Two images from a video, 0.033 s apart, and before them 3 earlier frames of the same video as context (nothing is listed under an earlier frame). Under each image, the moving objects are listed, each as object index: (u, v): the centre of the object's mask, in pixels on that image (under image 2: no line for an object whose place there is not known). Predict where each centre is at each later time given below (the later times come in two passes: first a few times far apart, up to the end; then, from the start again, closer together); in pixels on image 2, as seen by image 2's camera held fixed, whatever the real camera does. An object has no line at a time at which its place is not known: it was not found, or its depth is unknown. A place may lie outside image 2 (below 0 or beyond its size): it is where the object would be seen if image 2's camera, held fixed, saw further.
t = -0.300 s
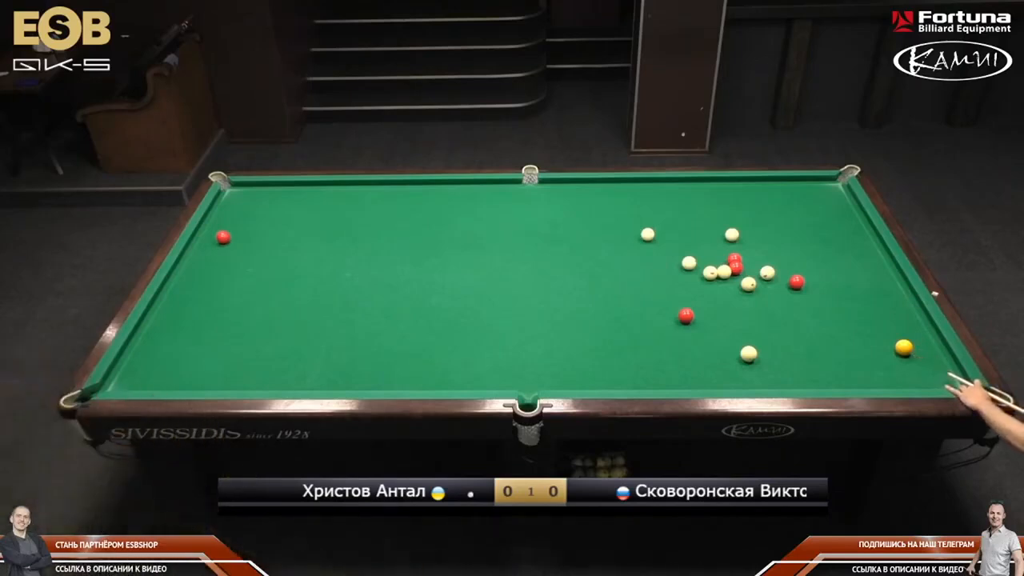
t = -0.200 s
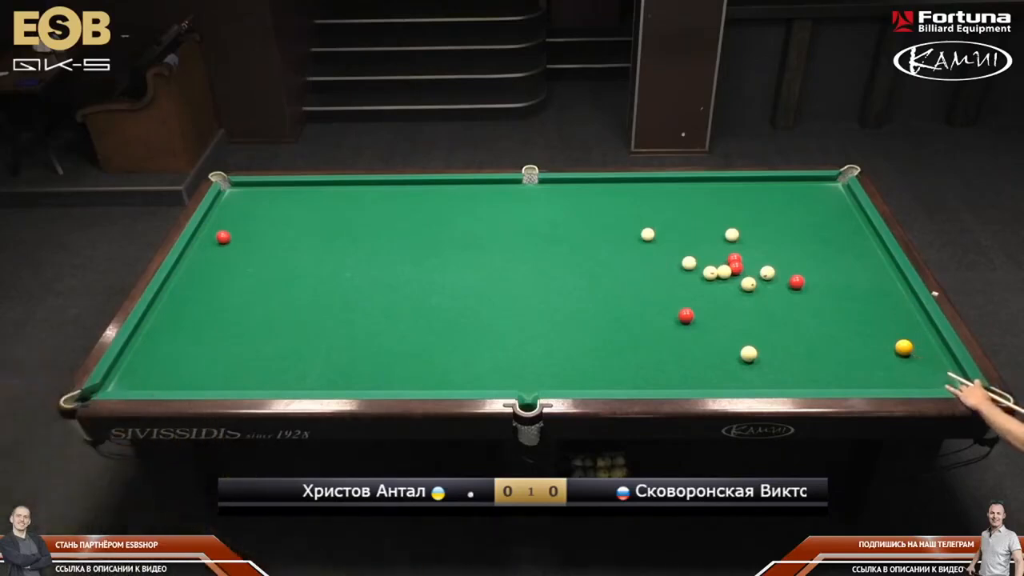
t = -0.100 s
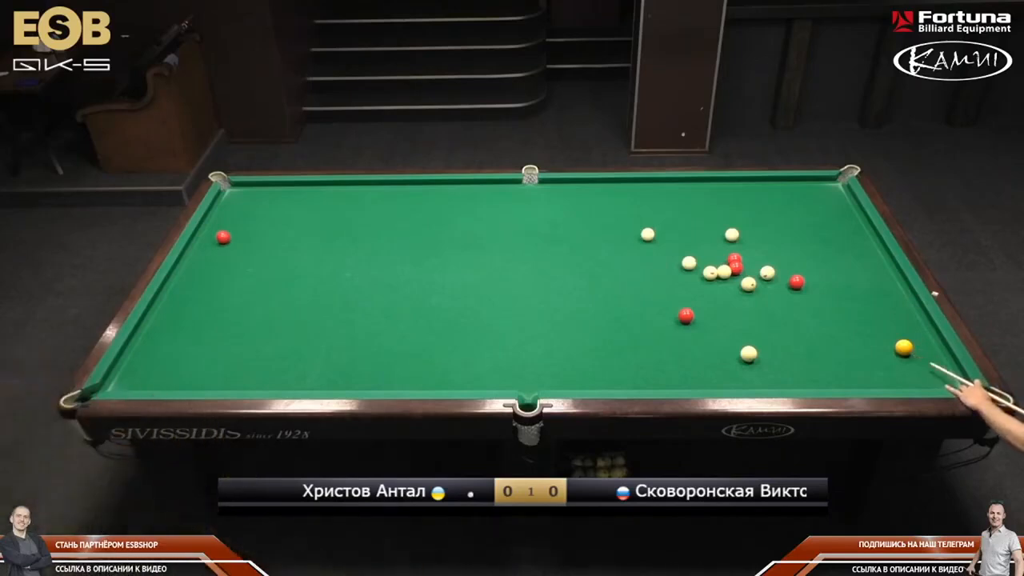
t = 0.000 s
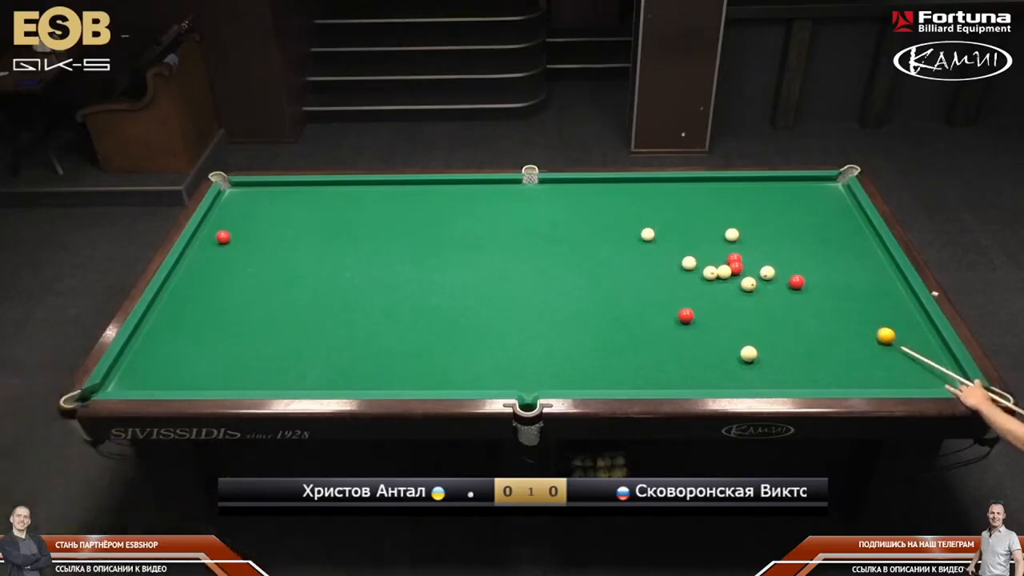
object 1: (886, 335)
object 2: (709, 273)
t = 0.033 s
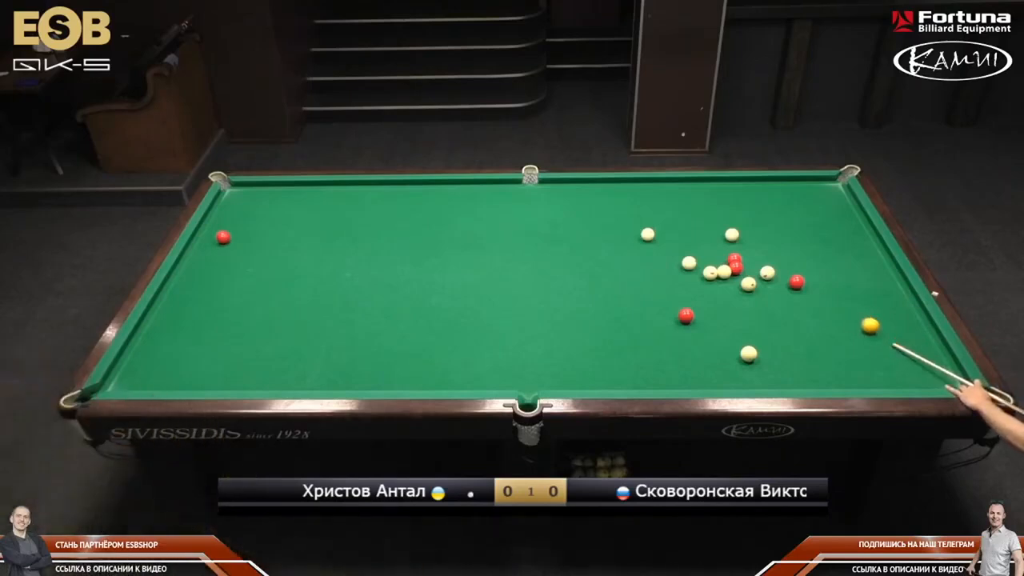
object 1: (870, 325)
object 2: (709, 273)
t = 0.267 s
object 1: (811, 285)
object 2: (709, 273)
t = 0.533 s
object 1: (817, 269)
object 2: (693, 275)
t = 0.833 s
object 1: (821, 253)
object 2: (667, 279)
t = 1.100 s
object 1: (825, 241)
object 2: (645, 281)
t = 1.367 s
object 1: (829, 230)
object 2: (625, 284)
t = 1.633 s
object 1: (832, 218)
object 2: (604, 287)
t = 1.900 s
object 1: (835, 209)
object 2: (585, 290)
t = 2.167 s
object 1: (838, 200)
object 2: (568, 292)
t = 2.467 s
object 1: (840, 191)
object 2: (549, 294)
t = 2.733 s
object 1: (842, 183)
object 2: (532, 297)
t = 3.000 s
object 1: (837, 179)
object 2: (518, 299)
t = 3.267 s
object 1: (836, 182)
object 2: (505, 301)
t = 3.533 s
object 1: (835, 184)
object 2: (493, 302)
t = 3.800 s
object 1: (835, 186)
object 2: (482, 304)
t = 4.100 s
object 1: (834, 188)
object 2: (472, 305)
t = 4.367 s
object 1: (834, 189)
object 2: (464, 306)
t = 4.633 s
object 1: (834, 190)
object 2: (456, 307)
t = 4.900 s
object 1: (834, 190)
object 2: (450, 307)
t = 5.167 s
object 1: (834, 190)
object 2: (446, 307)
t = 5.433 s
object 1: (834, 190)
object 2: (442, 308)
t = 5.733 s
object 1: (834, 190)
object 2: (440, 308)
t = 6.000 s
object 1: (834, 190)
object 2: (440, 308)
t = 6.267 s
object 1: (834, 190)
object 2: (441, 308)
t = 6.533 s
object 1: (834, 190)
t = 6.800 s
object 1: (834, 190)
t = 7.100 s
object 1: (834, 190)
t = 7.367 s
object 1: (834, 190)
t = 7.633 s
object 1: (834, 190)
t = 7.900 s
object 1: (833, 190)
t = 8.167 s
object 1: (834, 190)
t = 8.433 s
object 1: (834, 190)
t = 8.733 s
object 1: (834, 190)
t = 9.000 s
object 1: (834, 190)
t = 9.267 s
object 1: (834, 190)
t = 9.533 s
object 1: (834, 190)
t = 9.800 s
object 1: (834, 190)
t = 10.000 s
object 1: (834, 190)
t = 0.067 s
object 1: (863, 321)
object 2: (710, 273)
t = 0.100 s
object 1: (849, 312)
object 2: (709, 273)
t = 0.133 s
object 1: (836, 303)
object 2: (710, 273)
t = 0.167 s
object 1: (830, 299)
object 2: (709, 273)
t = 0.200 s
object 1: (819, 292)
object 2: (709, 273)
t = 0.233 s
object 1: (811, 286)
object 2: (709, 273)
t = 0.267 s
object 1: (811, 285)
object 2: (709, 273)
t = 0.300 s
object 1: (812, 283)
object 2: (710, 273)
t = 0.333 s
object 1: (813, 280)
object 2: (709, 273)
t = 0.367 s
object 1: (813, 279)
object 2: (709, 273)
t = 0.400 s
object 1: (814, 277)
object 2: (707, 273)
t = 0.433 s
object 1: (815, 275)
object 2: (703, 274)
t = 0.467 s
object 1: (815, 273)
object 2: (700, 274)
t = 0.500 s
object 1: (816, 271)
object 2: (697, 275)
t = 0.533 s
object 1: (817, 269)
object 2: (693, 275)
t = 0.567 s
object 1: (817, 268)
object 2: (692, 276)
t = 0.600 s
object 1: (818, 266)
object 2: (688, 276)
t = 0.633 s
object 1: (818, 263)
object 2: (684, 276)
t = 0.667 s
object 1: (819, 262)
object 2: (682, 277)
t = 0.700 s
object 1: (819, 260)
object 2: (679, 277)
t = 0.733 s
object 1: (820, 258)
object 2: (676, 277)
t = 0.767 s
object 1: (820, 257)
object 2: (674, 278)
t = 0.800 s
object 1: (821, 255)
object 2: (670, 278)
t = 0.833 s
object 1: (821, 253)
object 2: (667, 279)
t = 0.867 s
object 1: (822, 252)
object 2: (665, 279)
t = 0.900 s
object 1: (822, 250)
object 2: (662, 279)
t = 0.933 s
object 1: (823, 248)
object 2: (659, 280)
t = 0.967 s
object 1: (823, 247)
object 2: (657, 280)
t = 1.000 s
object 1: (824, 246)
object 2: (654, 280)
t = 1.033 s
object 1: (824, 244)
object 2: (650, 281)
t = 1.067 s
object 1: (825, 243)
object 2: (649, 281)
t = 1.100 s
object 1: (825, 241)
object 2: (645, 281)
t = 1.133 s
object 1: (826, 239)
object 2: (642, 282)
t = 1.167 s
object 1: (826, 238)
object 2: (641, 282)
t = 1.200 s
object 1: (827, 236)
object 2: (637, 282)
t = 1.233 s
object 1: (827, 235)
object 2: (634, 283)
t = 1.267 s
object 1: (827, 234)
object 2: (632, 283)
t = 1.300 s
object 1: (828, 232)
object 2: (629, 284)
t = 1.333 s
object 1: (828, 230)
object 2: (626, 284)
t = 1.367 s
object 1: (829, 230)
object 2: (625, 284)
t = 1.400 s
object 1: (829, 228)
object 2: (622, 285)
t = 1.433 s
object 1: (830, 226)
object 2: (619, 285)
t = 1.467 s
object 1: (830, 225)
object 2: (617, 285)
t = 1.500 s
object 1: (831, 224)
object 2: (614, 286)
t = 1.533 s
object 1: (831, 222)
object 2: (611, 286)
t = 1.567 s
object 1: (831, 221)
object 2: (610, 286)
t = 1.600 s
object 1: (832, 220)
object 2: (607, 287)
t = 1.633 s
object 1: (832, 218)
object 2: (604, 287)
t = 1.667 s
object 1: (832, 218)
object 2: (602, 287)
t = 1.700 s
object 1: (833, 216)
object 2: (599, 288)
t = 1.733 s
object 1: (833, 215)
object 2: (596, 288)
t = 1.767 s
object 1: (834, 214)
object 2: (595, 288)
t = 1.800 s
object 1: (834, 212)
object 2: (592, 289)
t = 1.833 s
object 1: (834, 211)
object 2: (589, 289)
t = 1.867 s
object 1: (834, 210)
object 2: (588, 289)
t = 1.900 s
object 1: (835, 209)
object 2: (585, 290)
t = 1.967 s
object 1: (836, 207)
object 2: (581, 290)
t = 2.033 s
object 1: (836, 204)
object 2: (575, 291)
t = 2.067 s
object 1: (837, 203)
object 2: (574, 291)
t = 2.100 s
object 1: (837, 202)
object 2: (571, 291)
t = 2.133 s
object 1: (837, 201)
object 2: (569, 292)
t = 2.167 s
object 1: (838, 200)
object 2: (568, 292)
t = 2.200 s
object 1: (838, 199)
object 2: (565, 292)
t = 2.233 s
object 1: (838, 198)
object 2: (562, 292)
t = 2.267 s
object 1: (839, 197)
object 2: (561, 293)
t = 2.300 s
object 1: (839, 196)
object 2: (559, 293)
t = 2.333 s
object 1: (839, 194)
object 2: (556, 293)
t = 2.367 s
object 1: (840, 194)
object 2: (555, 293)
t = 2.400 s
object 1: (840, 193)
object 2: (552, 294)
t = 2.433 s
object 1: (840, 191)
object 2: (550, 294)
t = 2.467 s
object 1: (840, 191)
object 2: (549, 294)
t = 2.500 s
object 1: (841, 190)
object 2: (546, 295)
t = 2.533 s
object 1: (841, 188)
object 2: (544, 295)
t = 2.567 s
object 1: (841, 188)
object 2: (543, 295)
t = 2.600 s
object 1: (842, 187)
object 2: (540, 296)
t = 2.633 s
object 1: (842, 186)
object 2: (538, 296)
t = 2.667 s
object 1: (842, 185)
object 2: (537, 296)
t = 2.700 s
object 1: (842, 184)
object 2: (535, 296)
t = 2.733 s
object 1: (842, 183)
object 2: (532, 297)
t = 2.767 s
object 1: (842, 183)
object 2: (531, 297)
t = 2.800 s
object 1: (841, 182)
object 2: (529, 297)
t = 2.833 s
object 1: (840, 181)
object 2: (527, 298)
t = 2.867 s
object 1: (839, 181)
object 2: (526, 298)
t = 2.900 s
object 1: (839, 180)
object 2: (524, 298)
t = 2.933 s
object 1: (838, 179)
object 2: (521, 298)
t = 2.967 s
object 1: (837, 179)
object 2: (520, 298)
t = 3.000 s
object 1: (837, 179)
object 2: (518, 299)
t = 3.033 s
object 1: (836, 180)
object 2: (516, 299)
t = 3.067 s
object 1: (837, 180)
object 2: (515, 299)
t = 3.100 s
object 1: (837, 180)
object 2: (514, 300)
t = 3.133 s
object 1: (837, 181)
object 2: (511, 300)
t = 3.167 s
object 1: (837, 181)
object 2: (510, 300)
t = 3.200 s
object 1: (836, 181)
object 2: (508, 300)
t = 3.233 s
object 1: (836, 182)
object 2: (506, 300)
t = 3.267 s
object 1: (836, 182)
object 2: (505, 301)
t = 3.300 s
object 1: (836, 182)
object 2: (504, 301)
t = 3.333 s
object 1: (836, 183)
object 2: (502, 301)
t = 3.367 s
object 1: (836, 183)
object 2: (501, 301)
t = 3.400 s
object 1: (836, 183)
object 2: (499, 302)
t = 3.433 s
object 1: (836, 183)
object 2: (497, 302)
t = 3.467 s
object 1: (836, 184)
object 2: (496, 302)
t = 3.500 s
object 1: (836, 184)
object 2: (495, 302)
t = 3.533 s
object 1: (835, 184)
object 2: (493, 302)
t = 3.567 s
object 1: (836, 185)
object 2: (492, 303)
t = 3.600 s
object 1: (835, 185)
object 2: (490, 303)
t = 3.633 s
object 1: (835, 185)
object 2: (488, 303)
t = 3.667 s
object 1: (835, 185)
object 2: (488, 303)
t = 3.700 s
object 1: (835, 186)
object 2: (486, 303)
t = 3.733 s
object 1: (835, 186)
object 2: (485, 304)
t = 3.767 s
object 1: (835, 186)
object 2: (484, 304)
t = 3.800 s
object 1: (835, 186)
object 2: (482, 304)
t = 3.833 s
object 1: (835, 187)
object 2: (481, 304)
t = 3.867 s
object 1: (835, 187)
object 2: (480, 304)
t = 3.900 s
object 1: (835, 187)
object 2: (479, 304)
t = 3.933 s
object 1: (835, 187)
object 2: (477, 304)
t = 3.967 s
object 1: (835, 187)
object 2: (477, 304)
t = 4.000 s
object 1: (835, 188)
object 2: (475, 305)
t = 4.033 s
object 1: (834, 188)
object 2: (473, 305)
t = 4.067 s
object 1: (834, 188)
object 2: (473, 305)
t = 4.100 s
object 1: (834, 188)
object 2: (472, 305)
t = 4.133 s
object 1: (834, 188)
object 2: (470, 305)
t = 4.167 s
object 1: (834, 188)
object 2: (470, 305)
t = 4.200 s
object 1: (834, 189)
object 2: (468, 306)
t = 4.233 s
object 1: (834, 189)
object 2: (467, 306)
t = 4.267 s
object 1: (834, 189)
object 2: (466, 306)
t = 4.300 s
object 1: (834, 189)
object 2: (465, 306)
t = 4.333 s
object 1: (834, 189)
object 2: (464, 306)
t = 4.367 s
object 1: (834, 189)
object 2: (464, 306)
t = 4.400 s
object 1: (834, 189)
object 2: (462, 306)
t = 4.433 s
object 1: (834, 189)
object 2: (461, 306)
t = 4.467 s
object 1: (834, 189)
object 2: (461, 306)
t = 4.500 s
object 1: (834, 189)
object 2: (460, 307)
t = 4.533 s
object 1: (834, 190)
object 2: (459, 306)
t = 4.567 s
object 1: (834, 190)
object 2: (458, 307)
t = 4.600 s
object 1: (834, 190)
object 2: (457, 307)
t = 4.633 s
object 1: (834, 190)
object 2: (456, 307)
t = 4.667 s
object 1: (834, 190)
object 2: (456, 307)
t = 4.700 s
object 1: (834, 190)
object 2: (455, 307)
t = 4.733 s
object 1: (834, 190)
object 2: (454, 307)
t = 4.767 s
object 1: (834, 190)
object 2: (453, 307)
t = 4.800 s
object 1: (834, 190)
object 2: (452, 307)
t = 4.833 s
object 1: (834, 190)
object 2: (451, 307)
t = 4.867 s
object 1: (834, 190)
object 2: (451, 307)
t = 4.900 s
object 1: (834, 190)
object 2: (450, 307)
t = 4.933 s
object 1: (834, 190)
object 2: (450, 307)
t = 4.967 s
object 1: (834, 190)
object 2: (449, 307)
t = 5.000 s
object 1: (834, 190)
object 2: (448, 307)
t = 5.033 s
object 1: (834, 190)
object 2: (448, 307)
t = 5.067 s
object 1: (834, 190)
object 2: (447, 307)
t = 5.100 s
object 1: (834, 190)
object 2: (447, 307)
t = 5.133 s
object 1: (834, 190)
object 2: (446, 307)
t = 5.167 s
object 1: (834, 190)
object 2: (446, 307)
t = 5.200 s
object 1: (834, 190)
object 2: (445, 307)
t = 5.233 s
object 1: (834, 190)
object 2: (444, 307)
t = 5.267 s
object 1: (834, 190)
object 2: (444, 307)
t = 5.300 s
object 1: (834, 190)
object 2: (443, 308)
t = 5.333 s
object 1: (834, 190)
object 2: (443, 308)
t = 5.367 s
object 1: (834, 190)
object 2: (443, 307)
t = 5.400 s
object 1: (834, 190)
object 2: (443, 308)
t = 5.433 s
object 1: (834, 190)
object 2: (442, 308)
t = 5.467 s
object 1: (834, 190)
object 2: (442, 308)
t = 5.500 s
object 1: (834, 190)
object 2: (441, 308)
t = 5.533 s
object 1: (834, 190)
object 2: (441, 308)
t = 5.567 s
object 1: (834, 190)
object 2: (441, 308)
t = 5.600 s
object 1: (834, 190)
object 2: (441, 308)
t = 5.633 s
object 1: (834, 190)
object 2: (441, 308)
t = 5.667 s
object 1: (834, 190)
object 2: (441, 308)
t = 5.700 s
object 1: (834, 190)
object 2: (441, 308)
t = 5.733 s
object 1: (834, 190)
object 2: (440, 308)
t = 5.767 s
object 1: (834, 190)
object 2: (440, 308)
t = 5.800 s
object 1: (834, 190)
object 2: (440, 308)
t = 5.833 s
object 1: (834, 190)
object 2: (440, 308)
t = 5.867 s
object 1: (834, 190)
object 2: (440, 308)
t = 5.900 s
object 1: (834, 190)
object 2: (440, 308)
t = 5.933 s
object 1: (834, 190)
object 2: (440, 308)
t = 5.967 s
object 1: (834, 190)
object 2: (440, 308)
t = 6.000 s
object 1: (834, 190)
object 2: (440, 308)
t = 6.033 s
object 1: (834, 190)
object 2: (440, 308)
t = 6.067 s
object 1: (834, 190)
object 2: (441, 308)
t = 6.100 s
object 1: (834, 190)
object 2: (441, 308)
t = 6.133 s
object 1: (834, 190)
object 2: (441, 308)
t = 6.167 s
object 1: (834, 190)
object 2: (441, 308)
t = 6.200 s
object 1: (834, 190)
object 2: (441, 308)
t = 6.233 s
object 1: (834, 190)
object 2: (441, 308)
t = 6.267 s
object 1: (834, 190)
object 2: (441, 308)
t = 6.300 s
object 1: (834, 190)
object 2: (441, 308)
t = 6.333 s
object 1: (834, 190)
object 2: (441, 308)
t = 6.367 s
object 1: (834, 190)
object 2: (441, 308)
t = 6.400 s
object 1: (834, 190)
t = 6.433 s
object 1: (834, 190)
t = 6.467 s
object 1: (834, 190)
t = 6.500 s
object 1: (834, 190)
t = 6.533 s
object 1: (834, 190)
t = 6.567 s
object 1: (834, 190)
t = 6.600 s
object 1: (834, 190)
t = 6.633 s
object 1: (834, 190)
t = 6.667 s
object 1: (834, 190)
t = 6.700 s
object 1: (834, 190)
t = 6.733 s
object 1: (834, 190)
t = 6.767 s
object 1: (834, 190)
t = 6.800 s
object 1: (834, 190)
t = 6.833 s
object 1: (834, 190)
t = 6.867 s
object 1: (834, 190)
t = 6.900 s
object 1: (834, 190)
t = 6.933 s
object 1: (834, 190)
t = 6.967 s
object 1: (834, 190)
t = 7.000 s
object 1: (834, 190)
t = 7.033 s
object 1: (834, 190)
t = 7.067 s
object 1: (834, 190)
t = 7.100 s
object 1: (834, 190)
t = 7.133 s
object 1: (834, 190)
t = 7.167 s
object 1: (834, 190)
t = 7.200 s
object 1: (834, 190)
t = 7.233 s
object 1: (834, 190)
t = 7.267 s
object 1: (834, 190)
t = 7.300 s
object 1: (834, 190)
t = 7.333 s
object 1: (834, 190)
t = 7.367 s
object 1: (834, 190)
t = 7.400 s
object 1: (834, 190)
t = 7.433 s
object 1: (834, 190)
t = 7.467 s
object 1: (834, 190)
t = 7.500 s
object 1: (834, 190)
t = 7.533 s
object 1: (834, 190)
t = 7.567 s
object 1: (834, 190)
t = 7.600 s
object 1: (834, 190)
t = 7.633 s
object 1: (834, 190)
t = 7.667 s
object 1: (834, 190)
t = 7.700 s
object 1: (834, 190)
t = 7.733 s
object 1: (834, 190)
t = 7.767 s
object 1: (834, 190)
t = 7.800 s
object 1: (834, 190)
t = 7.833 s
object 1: (834, 190)
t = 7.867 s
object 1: (834, 190)
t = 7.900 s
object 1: (833, 190)
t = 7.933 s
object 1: (834, 190)
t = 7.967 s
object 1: (833, 190)
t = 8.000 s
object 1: (834, 190)
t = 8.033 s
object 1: (834, 190)
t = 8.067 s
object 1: (834, 190)
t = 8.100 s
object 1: (834, 190)
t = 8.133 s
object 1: (834, 190)
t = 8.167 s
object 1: (834, 190)
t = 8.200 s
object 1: (834, 190)
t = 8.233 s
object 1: (834, 190)
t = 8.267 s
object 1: (834, 190)
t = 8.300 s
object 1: (834, 190)
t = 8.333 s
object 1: (834, 190)
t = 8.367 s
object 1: (834, 190)
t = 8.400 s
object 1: (834, 190)
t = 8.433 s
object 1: (834, 190)
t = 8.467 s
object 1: (834, 190)
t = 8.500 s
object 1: (834, 190)
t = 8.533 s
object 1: (834, 190)
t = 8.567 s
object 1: (834, 190)
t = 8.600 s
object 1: (834, 190)
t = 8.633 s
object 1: (834, 190)
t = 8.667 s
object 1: (834, 190)
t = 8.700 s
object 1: (834, 190)
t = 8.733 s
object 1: (834, 190)
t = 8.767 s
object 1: (834, 190)
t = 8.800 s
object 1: (834, 190)
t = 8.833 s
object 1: (834, 190)
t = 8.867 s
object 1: (834, 190)
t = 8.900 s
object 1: (834, 190)
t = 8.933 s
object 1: (834, 190)
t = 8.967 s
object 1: (834, 190)
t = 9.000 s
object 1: (834, 190)
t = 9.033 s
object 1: (834, 190)
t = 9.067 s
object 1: (834, 190)
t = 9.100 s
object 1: (834, 190)
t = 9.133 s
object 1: (834, 190)
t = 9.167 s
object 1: (833, 190)
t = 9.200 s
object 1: (833, 190)
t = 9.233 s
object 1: (834, 190)
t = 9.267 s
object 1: (834, 190)
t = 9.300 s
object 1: (834, 190)
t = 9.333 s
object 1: (834, 190)
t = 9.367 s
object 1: (833, 190)
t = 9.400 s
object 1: (834, 190)
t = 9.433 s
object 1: (834, 190)
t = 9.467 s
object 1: (834, 190)
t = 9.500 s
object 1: (833, 190)
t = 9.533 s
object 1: (834, 190)
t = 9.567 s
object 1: (834, 190)
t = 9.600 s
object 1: (834, 190)
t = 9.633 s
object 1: (834, 190)
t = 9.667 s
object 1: (834, 190)
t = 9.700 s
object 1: (834, 190)
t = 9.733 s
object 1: (834, 190)
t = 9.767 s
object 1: (834, 190)
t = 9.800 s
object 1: (834, 190)
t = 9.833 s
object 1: (834, 190)
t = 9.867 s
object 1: (834, 190)
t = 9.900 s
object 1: (834, 190)
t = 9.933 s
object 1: (834, 190)
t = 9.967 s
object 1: (834, 190)
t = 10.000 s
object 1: (834, 190)
